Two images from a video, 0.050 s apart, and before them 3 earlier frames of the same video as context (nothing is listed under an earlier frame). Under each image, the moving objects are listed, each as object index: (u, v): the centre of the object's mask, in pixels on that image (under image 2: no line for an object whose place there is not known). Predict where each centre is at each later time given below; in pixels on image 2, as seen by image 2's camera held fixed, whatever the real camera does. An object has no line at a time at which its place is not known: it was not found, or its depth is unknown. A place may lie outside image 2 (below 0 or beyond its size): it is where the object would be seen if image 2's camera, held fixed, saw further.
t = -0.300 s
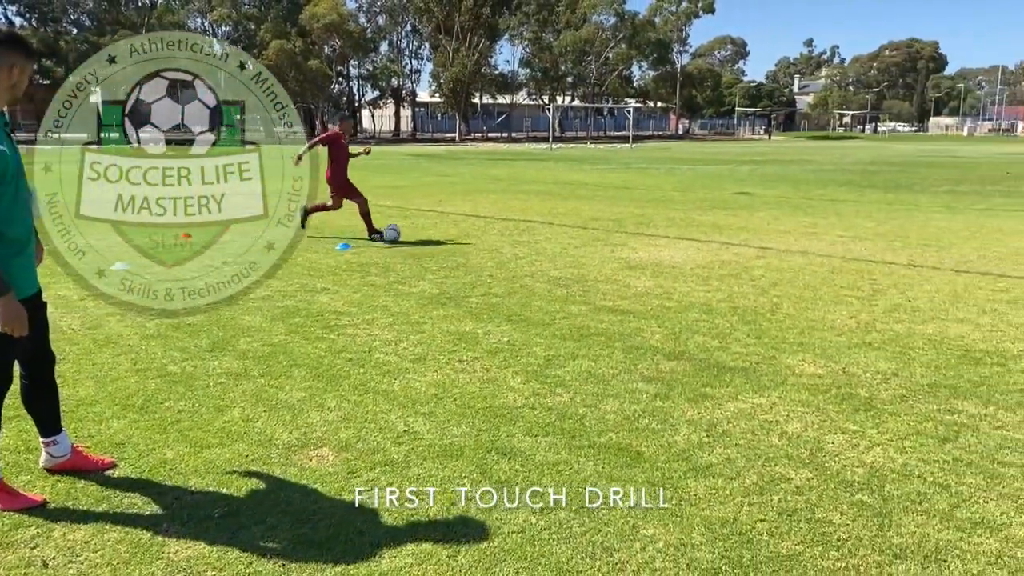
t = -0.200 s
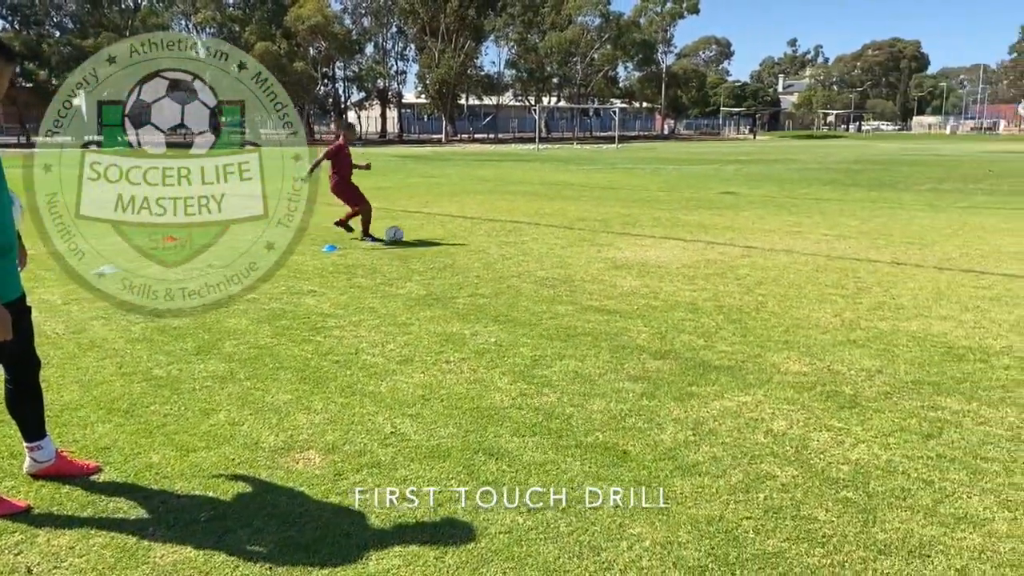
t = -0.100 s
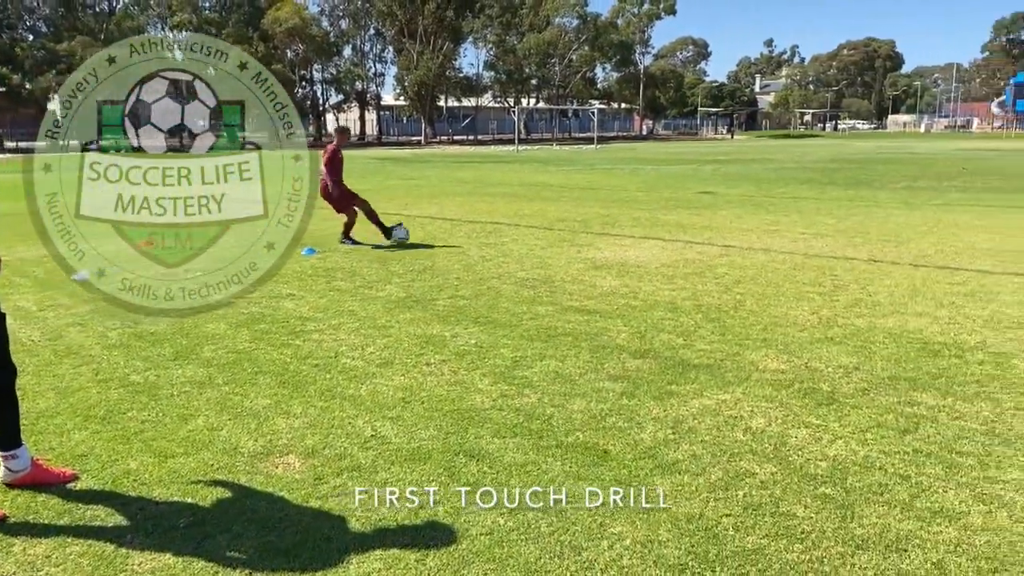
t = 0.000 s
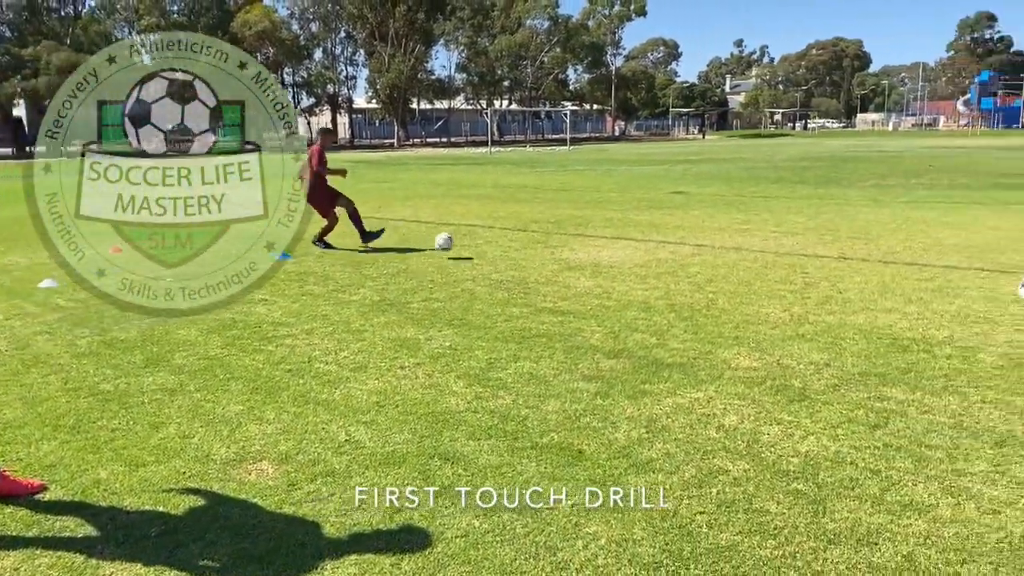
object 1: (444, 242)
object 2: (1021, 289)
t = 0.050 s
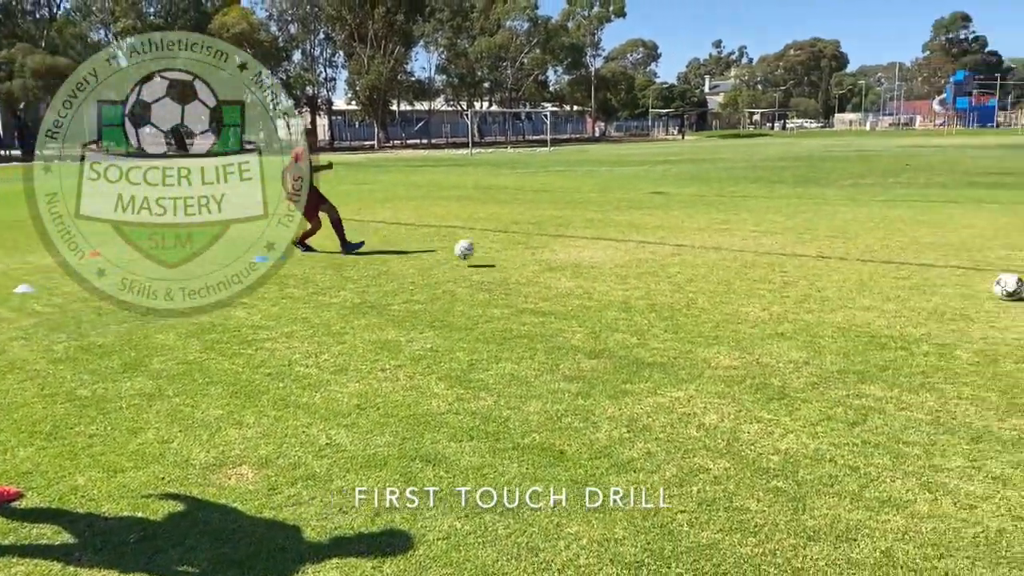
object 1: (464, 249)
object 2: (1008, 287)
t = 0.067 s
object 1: (478, 252)
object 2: (1009, 286)
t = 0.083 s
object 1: (492, 255)
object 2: (1008, 287)
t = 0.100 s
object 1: (506, 258)
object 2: (1008, 287)
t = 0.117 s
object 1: (521, 262)
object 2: (1008, 287)
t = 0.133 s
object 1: (536, 265)
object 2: (1008, 287)
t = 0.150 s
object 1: (550, 266)
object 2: (1007, 287)
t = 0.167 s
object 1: (564, 267)
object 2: (1007, 287)
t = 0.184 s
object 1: (578, 267)
